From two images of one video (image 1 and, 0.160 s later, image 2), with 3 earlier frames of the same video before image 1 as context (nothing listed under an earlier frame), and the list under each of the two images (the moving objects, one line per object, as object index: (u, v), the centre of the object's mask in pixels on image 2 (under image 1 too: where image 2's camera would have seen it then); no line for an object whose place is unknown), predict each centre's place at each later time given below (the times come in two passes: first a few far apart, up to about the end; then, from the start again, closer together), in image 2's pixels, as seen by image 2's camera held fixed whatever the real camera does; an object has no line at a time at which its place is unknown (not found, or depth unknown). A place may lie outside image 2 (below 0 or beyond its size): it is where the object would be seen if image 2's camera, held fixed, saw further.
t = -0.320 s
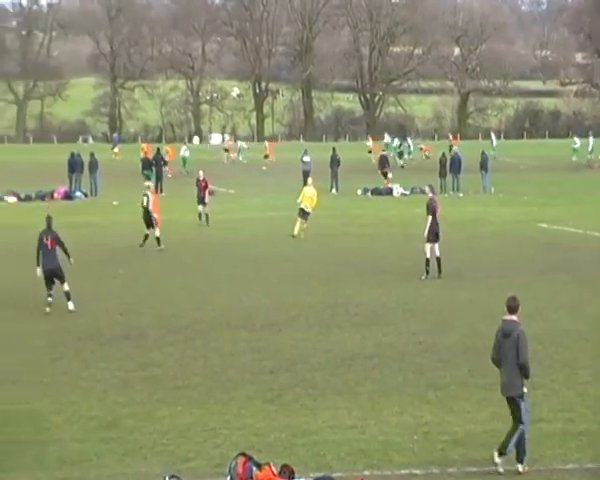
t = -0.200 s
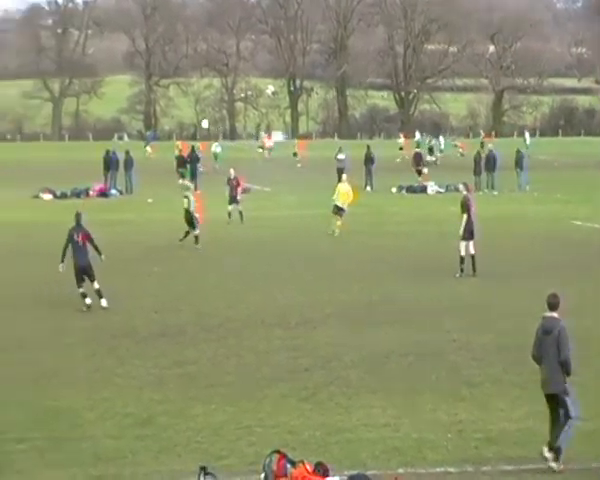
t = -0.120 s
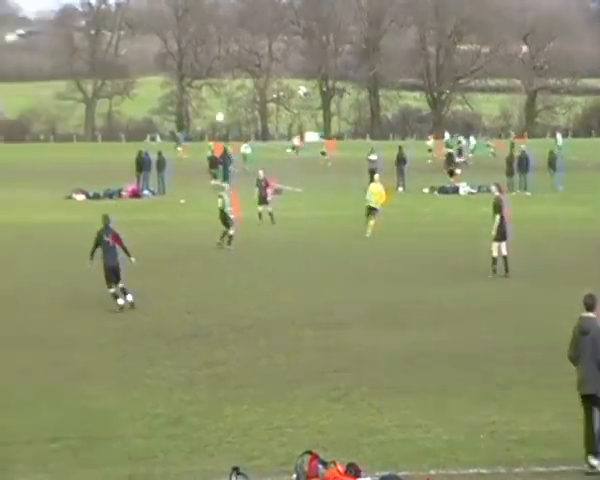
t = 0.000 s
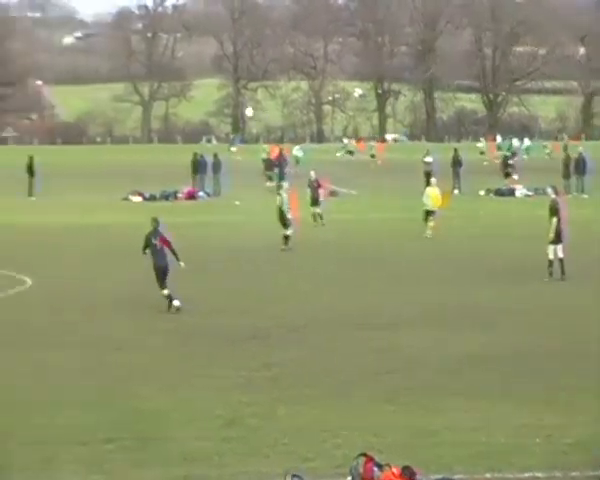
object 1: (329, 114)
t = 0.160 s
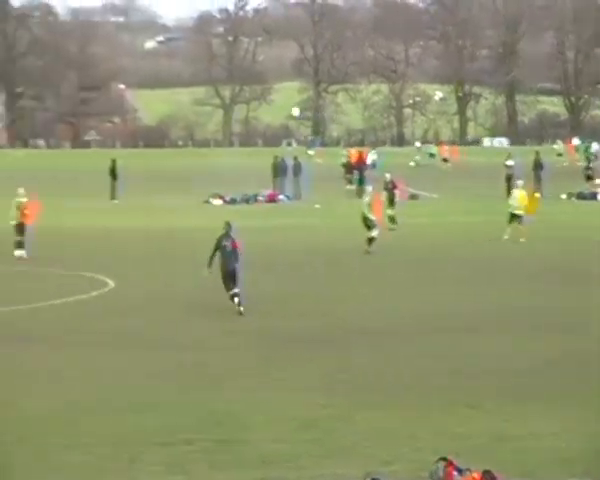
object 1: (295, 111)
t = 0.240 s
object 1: (279, 112)
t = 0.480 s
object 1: (230, 127)
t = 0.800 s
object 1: (167, 176)
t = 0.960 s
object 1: (136, 213)
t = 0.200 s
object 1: (287, 112)
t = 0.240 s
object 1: (279, 112)
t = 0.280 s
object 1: (271, 113)
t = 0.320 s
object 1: (263, 115)
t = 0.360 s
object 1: (254, 117)
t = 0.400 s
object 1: (246, 120)
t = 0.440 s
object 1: (238, 123)
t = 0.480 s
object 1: (230, 127)
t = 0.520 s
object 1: (222, 132)
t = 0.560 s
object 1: (214, 136)
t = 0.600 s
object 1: (206, 142)
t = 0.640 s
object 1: (198, 147)
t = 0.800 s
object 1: (167, 176)
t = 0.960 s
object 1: (136, 213)
